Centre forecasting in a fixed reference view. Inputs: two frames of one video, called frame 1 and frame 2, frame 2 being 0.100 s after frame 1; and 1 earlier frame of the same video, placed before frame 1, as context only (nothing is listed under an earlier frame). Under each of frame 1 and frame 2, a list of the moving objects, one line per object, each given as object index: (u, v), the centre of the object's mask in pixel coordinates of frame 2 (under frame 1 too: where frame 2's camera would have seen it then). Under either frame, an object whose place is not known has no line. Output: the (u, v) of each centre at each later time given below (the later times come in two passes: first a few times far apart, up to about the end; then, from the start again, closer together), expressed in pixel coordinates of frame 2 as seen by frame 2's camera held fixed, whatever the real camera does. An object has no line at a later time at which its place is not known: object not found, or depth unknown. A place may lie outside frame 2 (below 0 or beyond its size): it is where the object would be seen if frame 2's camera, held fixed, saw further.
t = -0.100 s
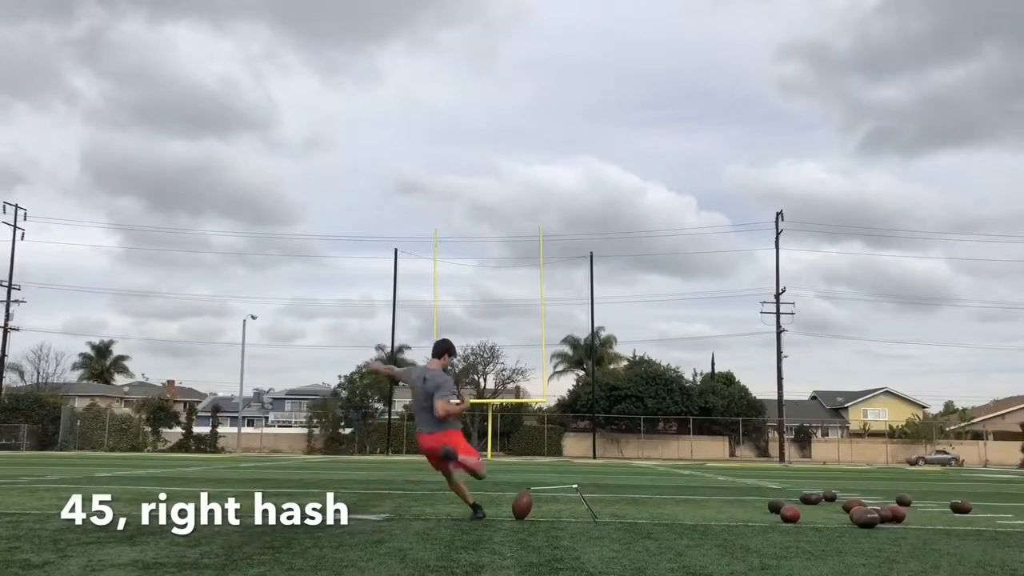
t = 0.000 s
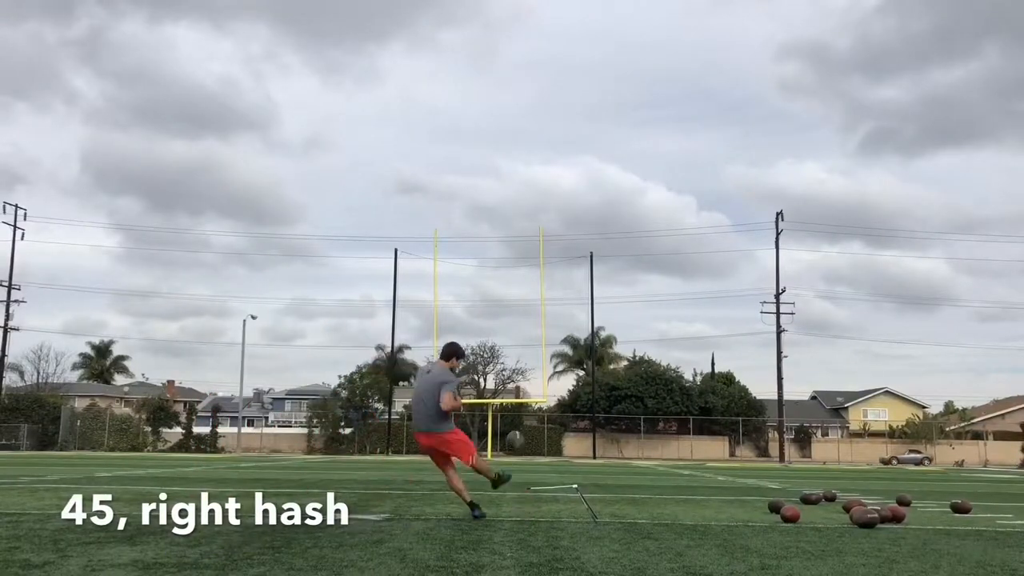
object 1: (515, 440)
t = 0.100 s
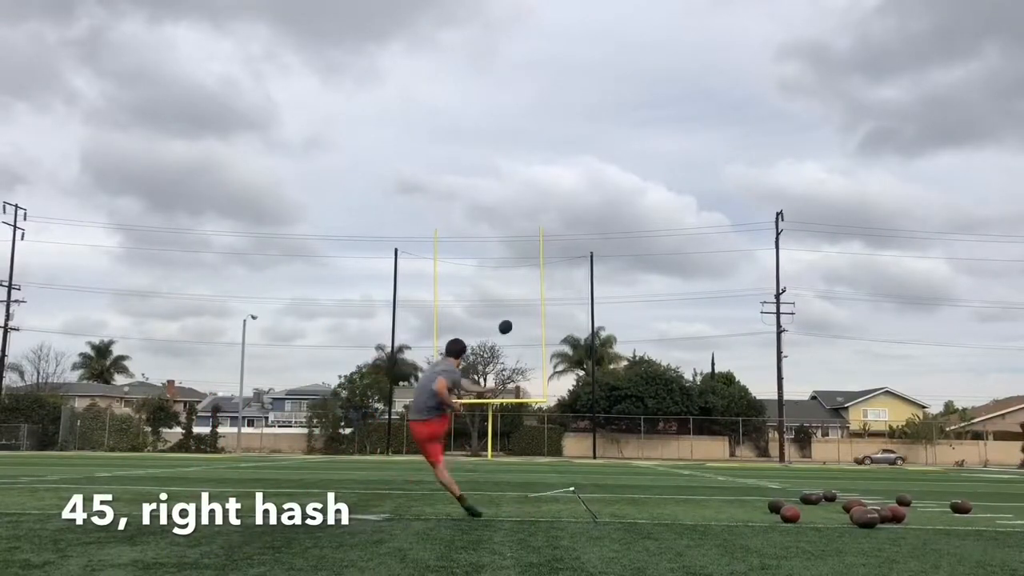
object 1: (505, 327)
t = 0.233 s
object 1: (500, 242)
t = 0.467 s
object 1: (499, 170)
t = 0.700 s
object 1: (499, 139)
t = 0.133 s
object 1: (503, 300)
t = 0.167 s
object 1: (502, 277)
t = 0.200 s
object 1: (501, 258)
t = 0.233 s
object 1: (500, 242)
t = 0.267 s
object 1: (499, 227)
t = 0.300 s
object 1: (499, 214)
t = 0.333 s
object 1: (498, 203)
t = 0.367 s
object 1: (498, 193)
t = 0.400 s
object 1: (498, 184)
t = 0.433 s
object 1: (499, 176)
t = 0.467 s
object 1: (499, 170)
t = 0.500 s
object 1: (499, 164)
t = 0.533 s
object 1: (499, 158)
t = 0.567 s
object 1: (499, 153)
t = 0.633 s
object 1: (499, 145)
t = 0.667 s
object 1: (499, 142)
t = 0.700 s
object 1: (499, 139)
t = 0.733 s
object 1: (499, 137)
